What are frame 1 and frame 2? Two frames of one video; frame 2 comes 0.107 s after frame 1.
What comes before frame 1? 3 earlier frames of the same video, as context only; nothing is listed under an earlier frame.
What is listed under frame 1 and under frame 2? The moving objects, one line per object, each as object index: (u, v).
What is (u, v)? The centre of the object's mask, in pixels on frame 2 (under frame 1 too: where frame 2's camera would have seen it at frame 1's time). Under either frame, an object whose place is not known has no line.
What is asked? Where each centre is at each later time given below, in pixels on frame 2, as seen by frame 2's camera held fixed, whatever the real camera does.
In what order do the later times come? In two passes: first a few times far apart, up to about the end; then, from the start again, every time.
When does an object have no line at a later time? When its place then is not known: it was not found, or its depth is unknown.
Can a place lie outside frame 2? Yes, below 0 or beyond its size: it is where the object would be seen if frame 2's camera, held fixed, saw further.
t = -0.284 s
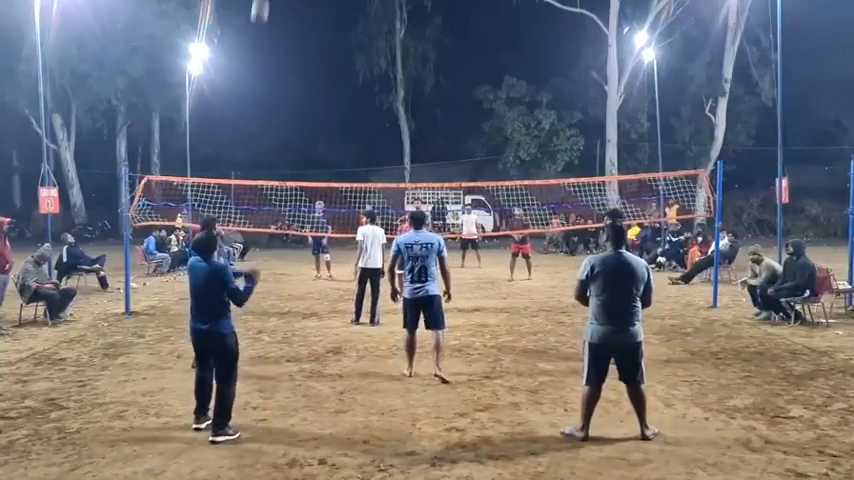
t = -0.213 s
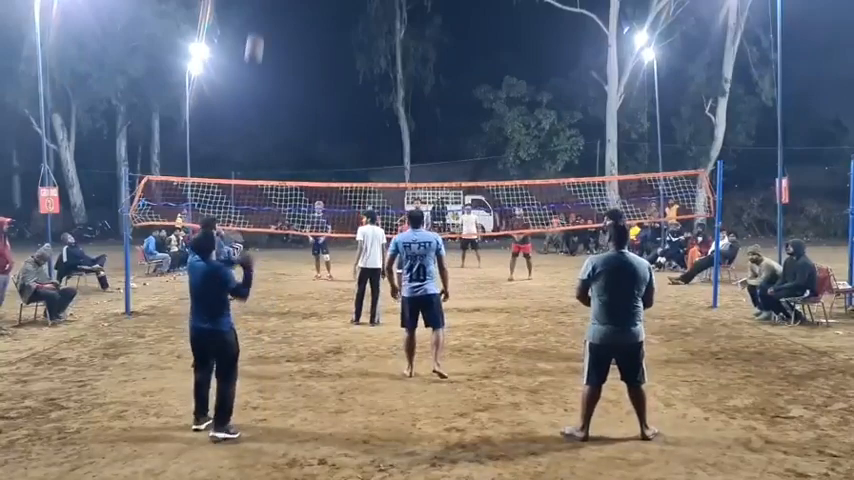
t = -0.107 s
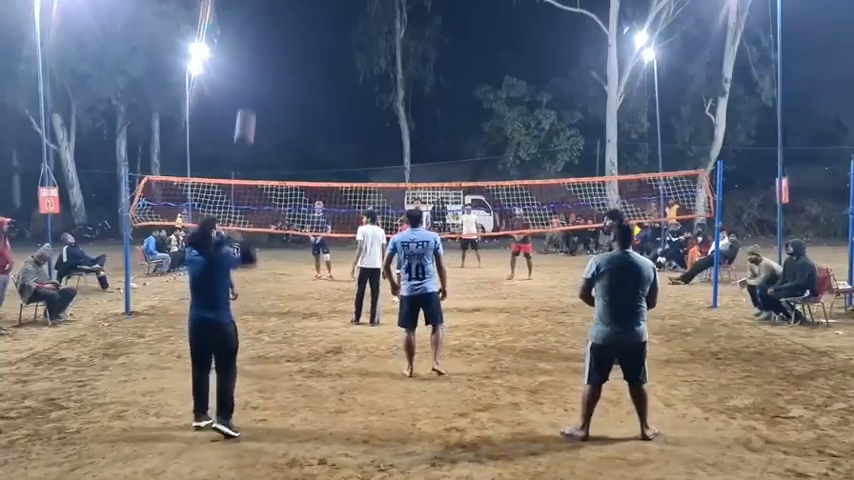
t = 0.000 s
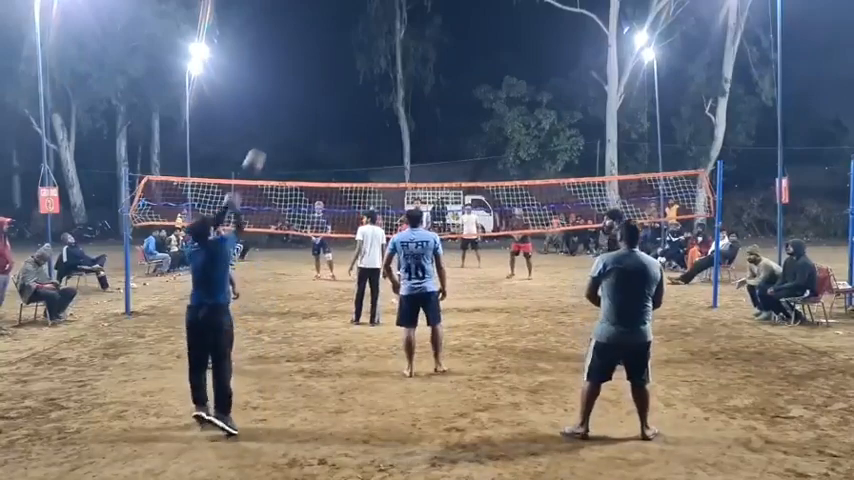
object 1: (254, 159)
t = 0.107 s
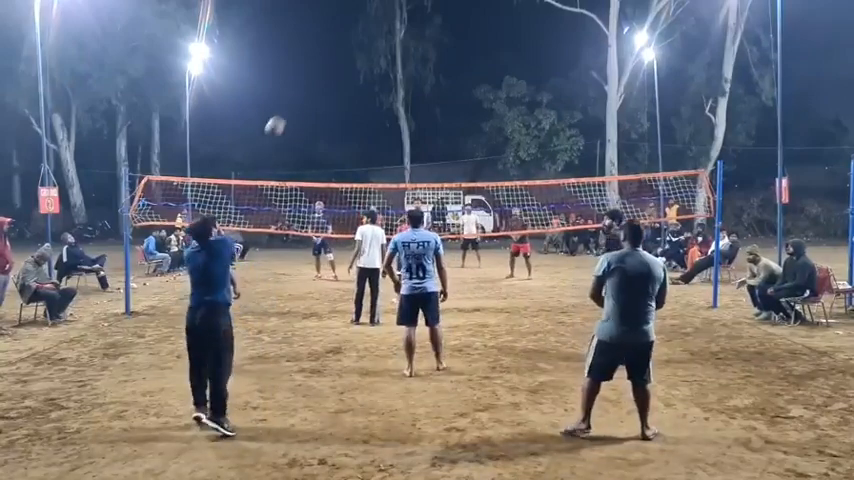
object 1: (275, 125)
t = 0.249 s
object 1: (297, 105)
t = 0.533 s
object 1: (328, 116)
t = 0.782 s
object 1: (345, 154)
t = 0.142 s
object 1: (281, 118)
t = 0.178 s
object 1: (287, 112)
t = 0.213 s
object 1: (291, 108)
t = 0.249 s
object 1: (297, 105)
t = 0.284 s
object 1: (301, 103)
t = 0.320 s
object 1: (305, 102)
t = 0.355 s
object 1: (309, 102)
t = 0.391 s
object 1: (313, 102)
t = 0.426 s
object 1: (319, 106)
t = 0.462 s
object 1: (323, 108)
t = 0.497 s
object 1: (326, 112)
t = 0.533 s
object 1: (328, 116)
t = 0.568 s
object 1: (331, 120)
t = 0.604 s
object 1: (334, 125)
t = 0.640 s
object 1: (336, 130)
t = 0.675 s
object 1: (339, 136)
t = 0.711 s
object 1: (341, 141)
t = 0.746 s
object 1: (343, 148)
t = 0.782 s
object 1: (345, 154)
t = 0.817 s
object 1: (348, 161)
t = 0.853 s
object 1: (349, 167)
